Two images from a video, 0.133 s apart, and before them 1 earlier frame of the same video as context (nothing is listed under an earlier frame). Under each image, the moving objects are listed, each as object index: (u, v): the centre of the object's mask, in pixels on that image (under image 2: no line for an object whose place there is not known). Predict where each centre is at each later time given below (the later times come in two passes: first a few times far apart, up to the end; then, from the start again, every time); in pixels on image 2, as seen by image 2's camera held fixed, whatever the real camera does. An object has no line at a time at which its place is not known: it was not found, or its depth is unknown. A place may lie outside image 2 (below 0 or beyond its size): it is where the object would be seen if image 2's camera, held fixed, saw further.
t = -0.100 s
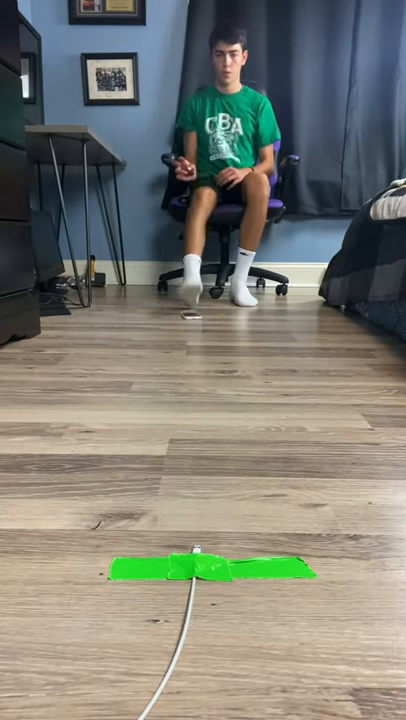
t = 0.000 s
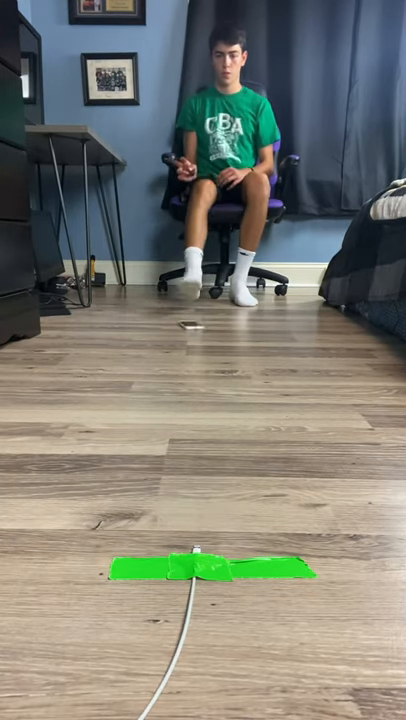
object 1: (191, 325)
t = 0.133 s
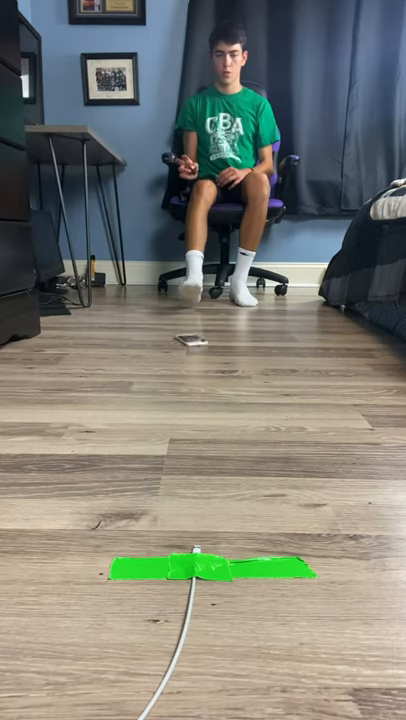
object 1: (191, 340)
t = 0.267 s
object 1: (193, 359)
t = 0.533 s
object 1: (205, 415)
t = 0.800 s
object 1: (235, 508)
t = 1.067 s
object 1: (275, 579)
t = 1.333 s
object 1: (275, 581)
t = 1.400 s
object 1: (276, 581)
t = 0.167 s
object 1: (191, 344)
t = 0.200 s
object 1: (193, 349)
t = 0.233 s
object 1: (192, 353)
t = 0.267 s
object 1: (193, 359)
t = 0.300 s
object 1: (194, 364)
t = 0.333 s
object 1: (195, 370)
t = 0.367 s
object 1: (196, 377)
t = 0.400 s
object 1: (197, 383)
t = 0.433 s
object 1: (198, 391)
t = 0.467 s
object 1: (200, 398)
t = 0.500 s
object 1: (202, 406)
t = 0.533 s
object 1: (205, 415)
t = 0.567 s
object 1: (207, 424)
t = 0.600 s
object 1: (210, 433)
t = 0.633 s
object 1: (213, 444)
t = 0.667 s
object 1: (217, 455)
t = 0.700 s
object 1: (220, 467)
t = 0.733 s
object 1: (225, 479)
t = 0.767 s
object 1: (230, 493)
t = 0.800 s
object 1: (235, 508)
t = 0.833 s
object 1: (240, 523)
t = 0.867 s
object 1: (245, 532)
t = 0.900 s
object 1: (251, 547)
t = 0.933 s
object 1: (257, 557)
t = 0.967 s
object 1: (263, 564)
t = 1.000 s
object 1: (268, 570)
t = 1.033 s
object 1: (272, 575)
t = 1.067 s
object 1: (275, 579)
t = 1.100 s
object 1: (276, 580)
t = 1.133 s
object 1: (275, 581)
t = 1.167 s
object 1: (275, 581)
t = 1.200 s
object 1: (275, 581)
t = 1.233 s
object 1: (275, 581)
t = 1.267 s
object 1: (275, 581)
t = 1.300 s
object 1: (275, 581)
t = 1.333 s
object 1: (275, 581)
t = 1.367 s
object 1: (275, 581)
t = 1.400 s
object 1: (276, 581)
